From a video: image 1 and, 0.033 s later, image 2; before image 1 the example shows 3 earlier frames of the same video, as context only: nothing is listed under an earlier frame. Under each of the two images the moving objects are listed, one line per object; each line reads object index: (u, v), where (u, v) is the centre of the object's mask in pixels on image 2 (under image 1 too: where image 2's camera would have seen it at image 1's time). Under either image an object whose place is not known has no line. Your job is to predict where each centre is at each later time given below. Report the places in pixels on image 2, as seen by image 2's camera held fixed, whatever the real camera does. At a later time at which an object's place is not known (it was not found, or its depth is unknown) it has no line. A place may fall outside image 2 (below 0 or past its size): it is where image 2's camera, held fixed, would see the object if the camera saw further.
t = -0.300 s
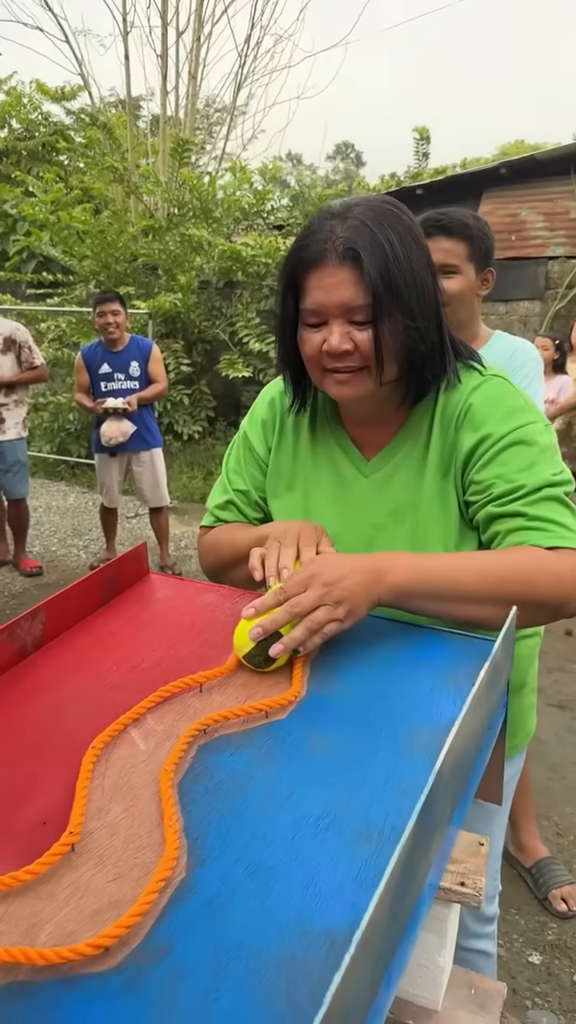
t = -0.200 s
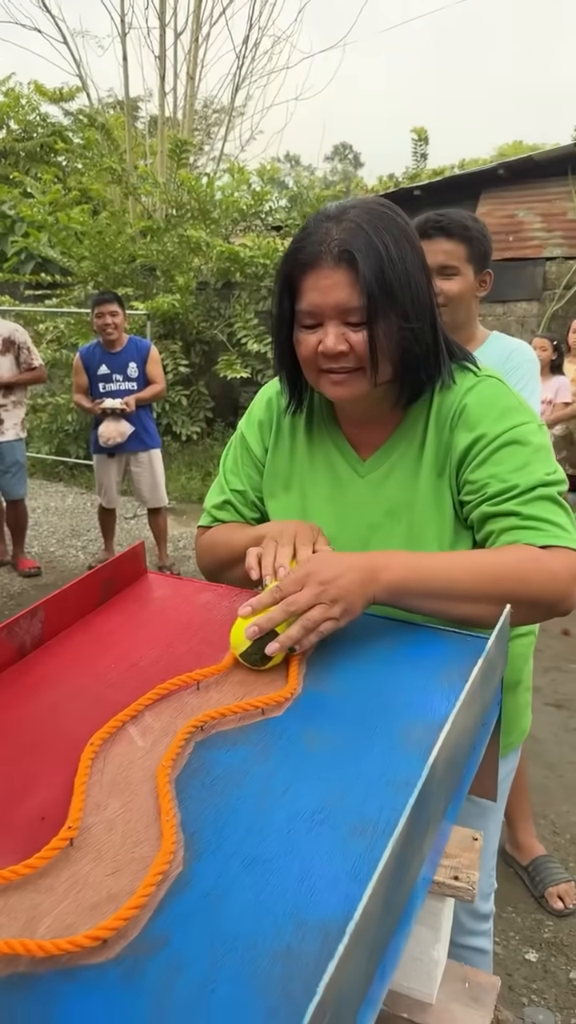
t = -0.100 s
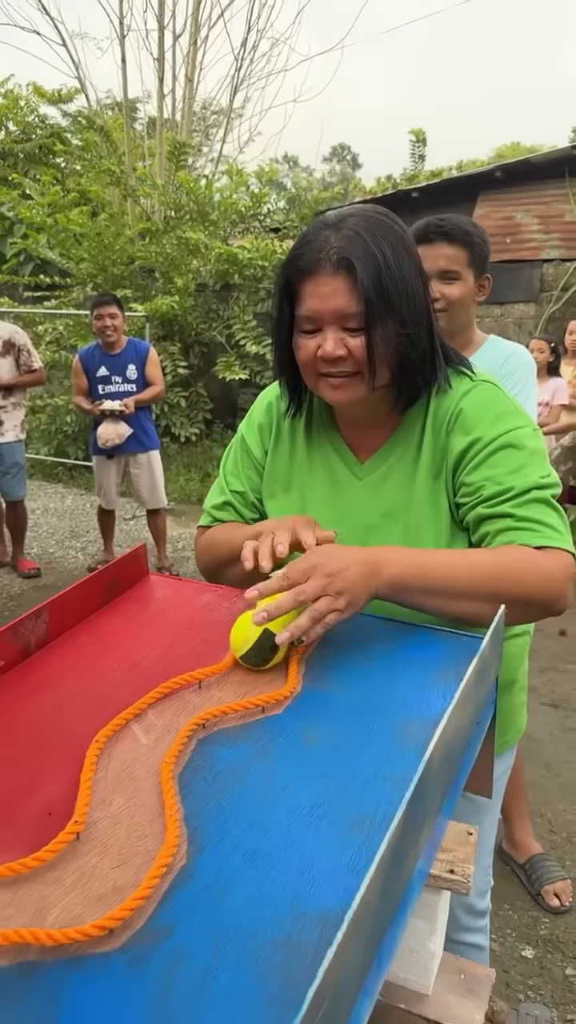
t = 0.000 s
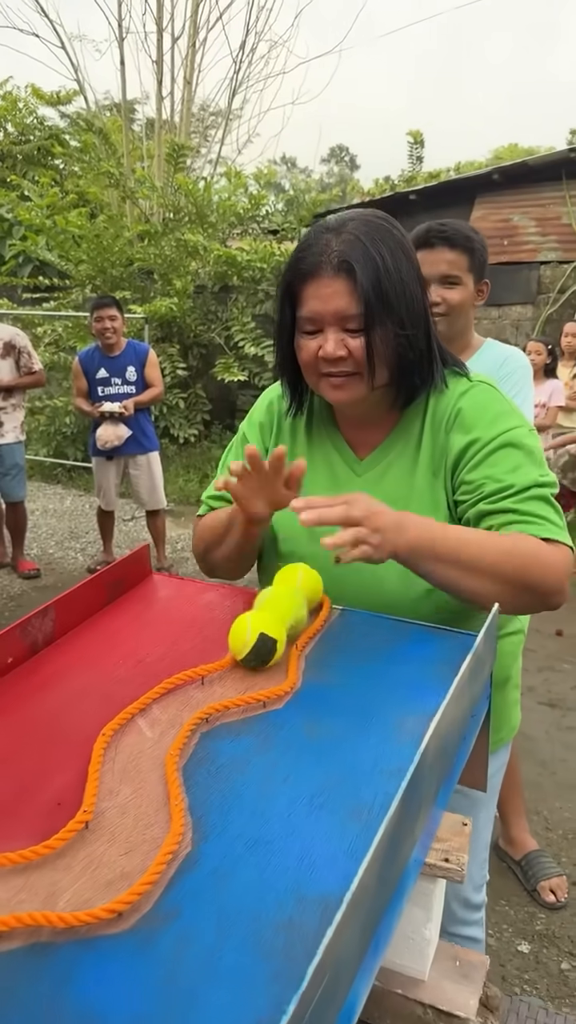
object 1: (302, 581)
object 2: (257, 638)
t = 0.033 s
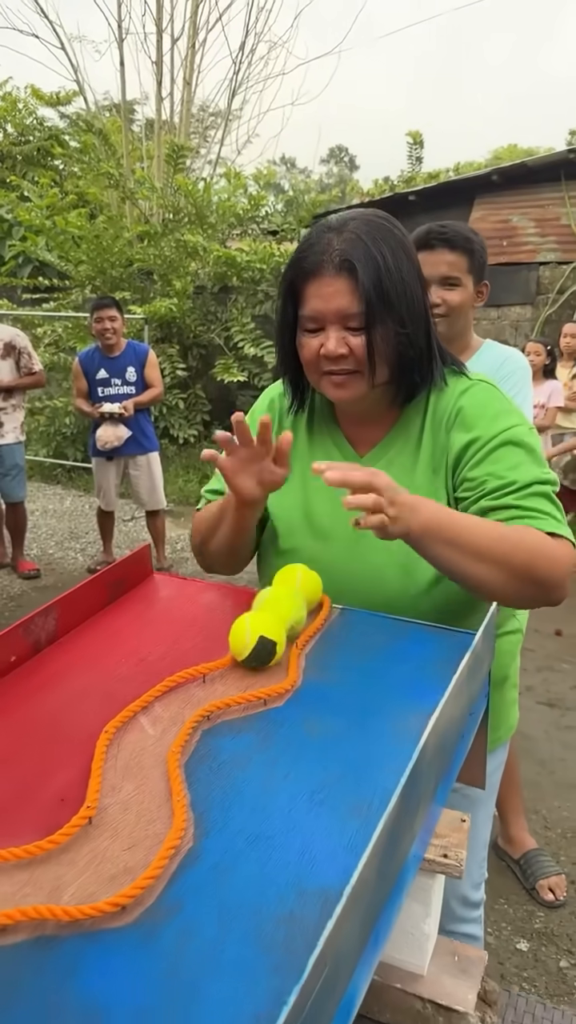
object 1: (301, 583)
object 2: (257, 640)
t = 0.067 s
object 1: (300, 584)
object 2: (256, 642)
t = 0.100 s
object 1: (298, 585)
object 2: (254, 644)
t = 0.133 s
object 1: (297, 587)
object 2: (253, 646)
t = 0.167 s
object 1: (296, 589)
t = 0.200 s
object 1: (295, 592)
